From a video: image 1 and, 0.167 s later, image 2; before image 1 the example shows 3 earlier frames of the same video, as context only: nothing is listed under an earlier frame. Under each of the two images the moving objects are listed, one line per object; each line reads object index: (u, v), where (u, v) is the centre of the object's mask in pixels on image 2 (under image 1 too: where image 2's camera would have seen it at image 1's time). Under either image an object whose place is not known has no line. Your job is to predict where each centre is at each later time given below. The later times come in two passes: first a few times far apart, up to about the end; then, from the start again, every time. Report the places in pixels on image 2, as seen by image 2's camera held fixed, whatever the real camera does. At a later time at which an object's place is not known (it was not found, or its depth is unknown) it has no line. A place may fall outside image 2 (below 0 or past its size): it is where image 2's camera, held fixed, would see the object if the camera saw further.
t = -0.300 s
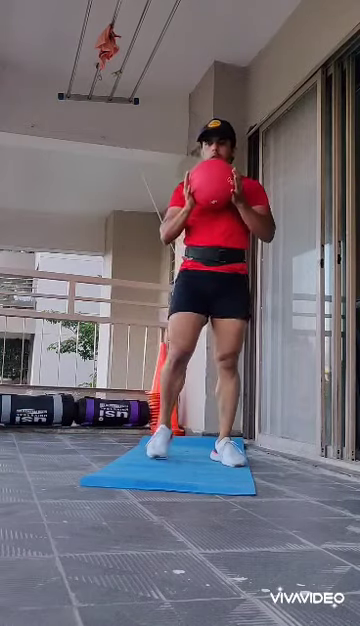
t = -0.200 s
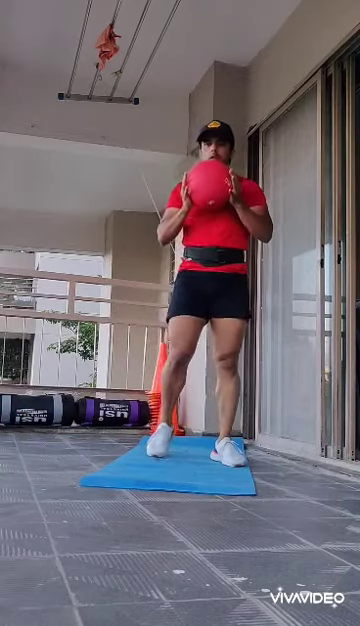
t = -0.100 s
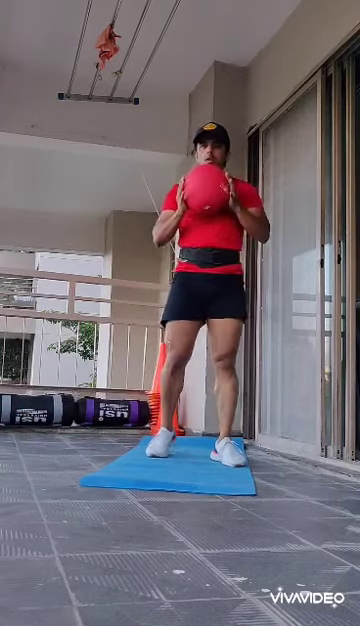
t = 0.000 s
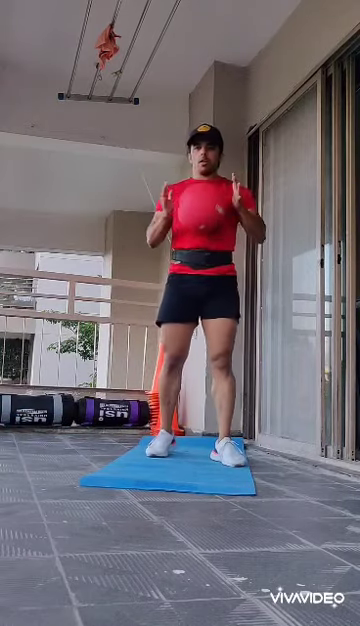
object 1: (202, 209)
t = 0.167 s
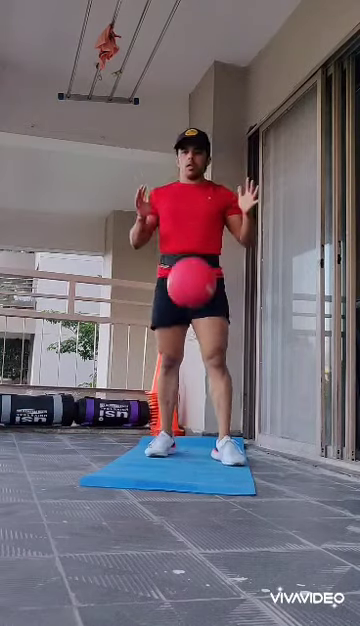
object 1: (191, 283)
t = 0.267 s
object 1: (184, 356)
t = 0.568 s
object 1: (180, 440)
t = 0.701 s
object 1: (181, 439)
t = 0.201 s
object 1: (189, 304)
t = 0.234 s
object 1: (186, 328)
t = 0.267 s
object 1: (184, 356)
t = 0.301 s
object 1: (182, 386)
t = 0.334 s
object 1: (180, 418)
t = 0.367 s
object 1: (179, 446)
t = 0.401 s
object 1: (179, 440)
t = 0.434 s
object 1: (180, 436)
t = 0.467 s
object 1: (180, 434)
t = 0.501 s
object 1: (180, 434)
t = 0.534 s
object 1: (180, 437)
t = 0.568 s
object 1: (180, 440)
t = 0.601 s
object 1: (180, 440)
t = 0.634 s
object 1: (180, 439)
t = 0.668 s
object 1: (181, 439)
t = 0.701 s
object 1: (181, 439)
